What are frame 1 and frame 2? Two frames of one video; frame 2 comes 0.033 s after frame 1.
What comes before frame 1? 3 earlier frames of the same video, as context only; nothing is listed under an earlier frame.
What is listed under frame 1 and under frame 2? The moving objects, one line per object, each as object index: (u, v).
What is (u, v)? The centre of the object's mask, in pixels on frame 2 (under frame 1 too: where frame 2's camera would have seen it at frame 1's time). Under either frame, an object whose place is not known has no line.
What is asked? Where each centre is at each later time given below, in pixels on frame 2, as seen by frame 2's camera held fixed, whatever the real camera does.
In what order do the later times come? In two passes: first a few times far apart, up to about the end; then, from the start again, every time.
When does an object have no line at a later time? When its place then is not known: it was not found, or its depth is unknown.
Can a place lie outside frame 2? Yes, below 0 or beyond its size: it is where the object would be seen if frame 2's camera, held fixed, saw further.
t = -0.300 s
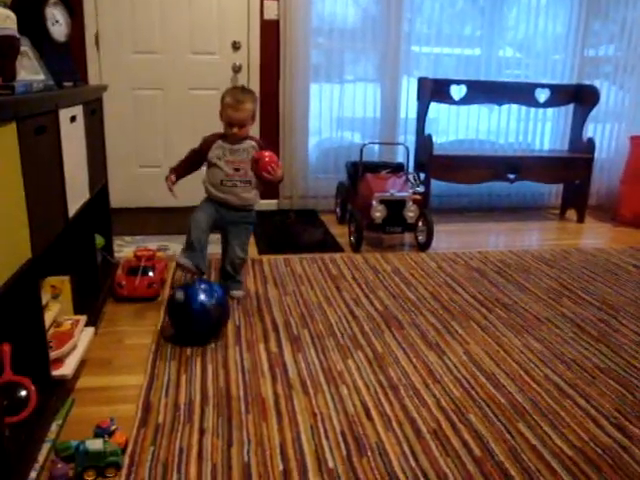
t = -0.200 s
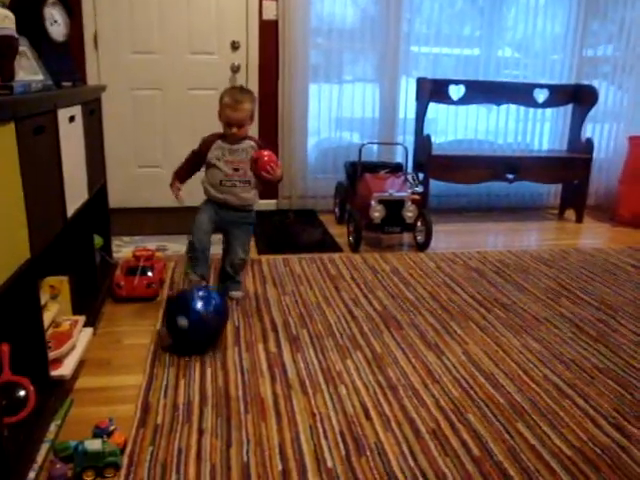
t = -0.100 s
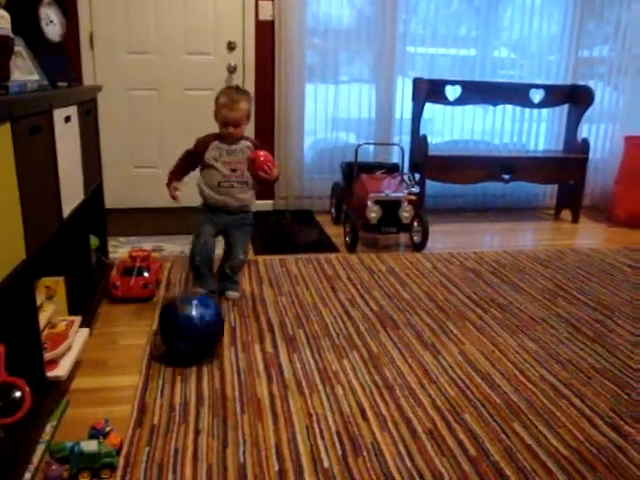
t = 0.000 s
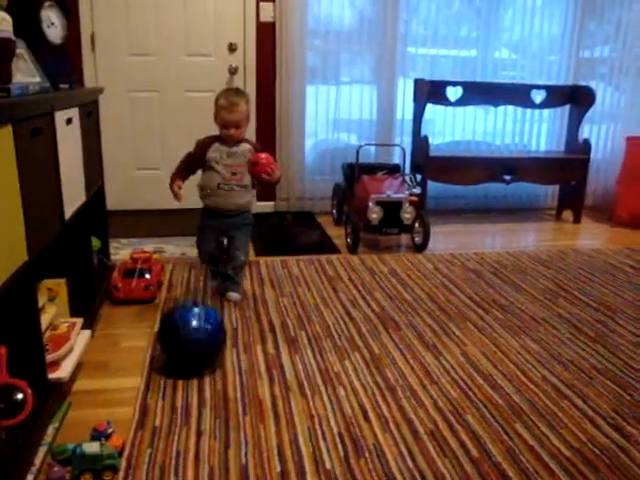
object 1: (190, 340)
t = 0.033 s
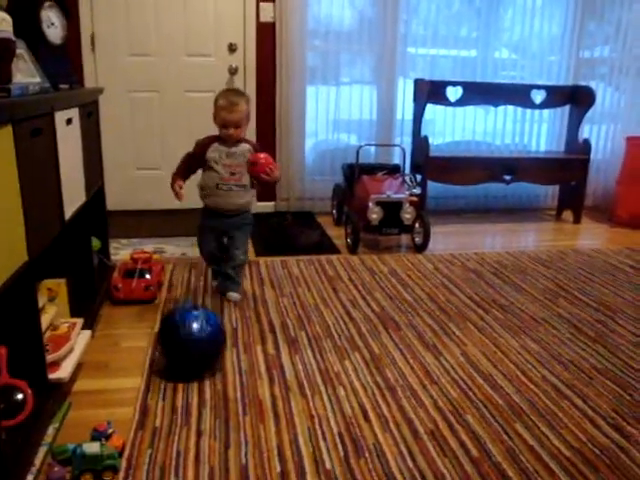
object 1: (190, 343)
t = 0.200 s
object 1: (188, 358)
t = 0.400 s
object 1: (186, 376)
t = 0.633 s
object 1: (180, 399)
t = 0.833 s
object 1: (173, 418)
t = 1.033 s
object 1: (164, 440)
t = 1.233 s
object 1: (157, 450)
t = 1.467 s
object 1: (146, 460)
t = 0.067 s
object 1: (190, 346)
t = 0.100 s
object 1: (189, 350)
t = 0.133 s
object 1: (189, 353)
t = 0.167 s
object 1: (189, 355)
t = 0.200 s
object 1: (188, 358)
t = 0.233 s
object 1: (189, 361)
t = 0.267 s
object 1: (188, 364)
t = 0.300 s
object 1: (187, 368)
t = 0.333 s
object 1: (187, 370)
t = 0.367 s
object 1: (187, 373)
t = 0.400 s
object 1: (186, 376)
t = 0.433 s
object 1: (185, 380)
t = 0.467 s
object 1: (184, 383)
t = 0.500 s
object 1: (183, 387)
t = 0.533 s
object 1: (183, 389)
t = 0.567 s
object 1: (182, 393)
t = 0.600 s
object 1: (181, 396)
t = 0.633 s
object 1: (180, 399)
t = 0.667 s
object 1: (179, 402)
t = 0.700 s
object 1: (178, 405)
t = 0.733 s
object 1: (177, 409)
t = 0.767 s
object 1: (176, 412)
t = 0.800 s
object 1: (175, 415)
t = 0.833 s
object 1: (173, 418)
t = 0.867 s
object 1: (172, 422)
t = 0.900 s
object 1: (171, 426)
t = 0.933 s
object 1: (170, 429)
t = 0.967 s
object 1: (168, 432)
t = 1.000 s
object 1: (166, 436)
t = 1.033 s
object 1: (164, 440)
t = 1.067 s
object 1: (163, 442)
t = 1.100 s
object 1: (162, 443)
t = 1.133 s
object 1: (162, 444)
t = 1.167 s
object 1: (160, 447)
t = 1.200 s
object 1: (158, 449)
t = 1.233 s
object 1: (157, 450)
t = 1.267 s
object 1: (156, 452)
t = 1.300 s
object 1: (154, 453)
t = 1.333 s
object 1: (154, 454)
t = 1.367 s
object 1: (153, 455)
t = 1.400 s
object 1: (150, 457)
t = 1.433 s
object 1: (148, 459)
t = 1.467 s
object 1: (146, 460)
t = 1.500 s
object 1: (145, 461)
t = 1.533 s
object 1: (144, 462)
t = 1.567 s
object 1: (142, 464)
